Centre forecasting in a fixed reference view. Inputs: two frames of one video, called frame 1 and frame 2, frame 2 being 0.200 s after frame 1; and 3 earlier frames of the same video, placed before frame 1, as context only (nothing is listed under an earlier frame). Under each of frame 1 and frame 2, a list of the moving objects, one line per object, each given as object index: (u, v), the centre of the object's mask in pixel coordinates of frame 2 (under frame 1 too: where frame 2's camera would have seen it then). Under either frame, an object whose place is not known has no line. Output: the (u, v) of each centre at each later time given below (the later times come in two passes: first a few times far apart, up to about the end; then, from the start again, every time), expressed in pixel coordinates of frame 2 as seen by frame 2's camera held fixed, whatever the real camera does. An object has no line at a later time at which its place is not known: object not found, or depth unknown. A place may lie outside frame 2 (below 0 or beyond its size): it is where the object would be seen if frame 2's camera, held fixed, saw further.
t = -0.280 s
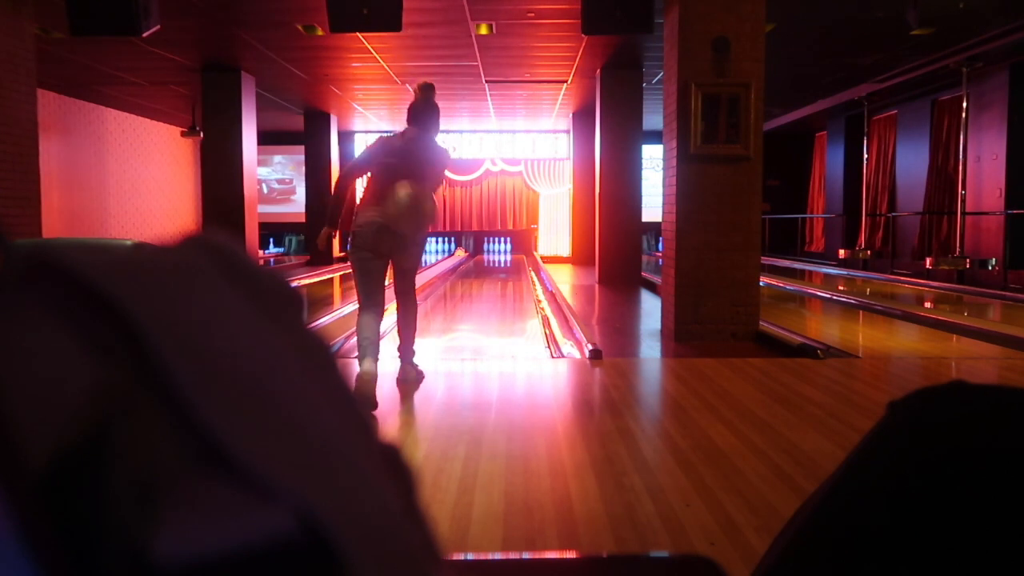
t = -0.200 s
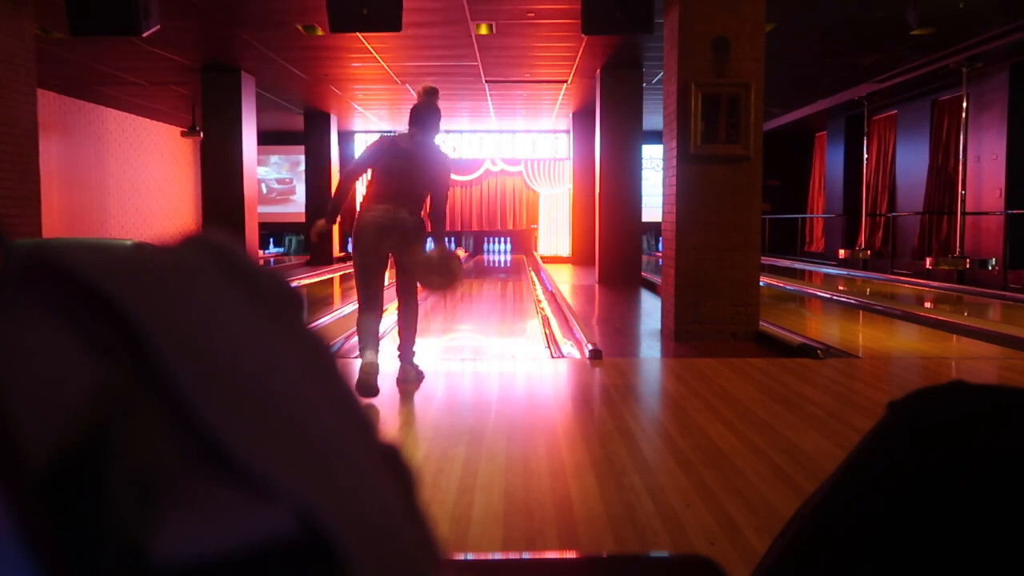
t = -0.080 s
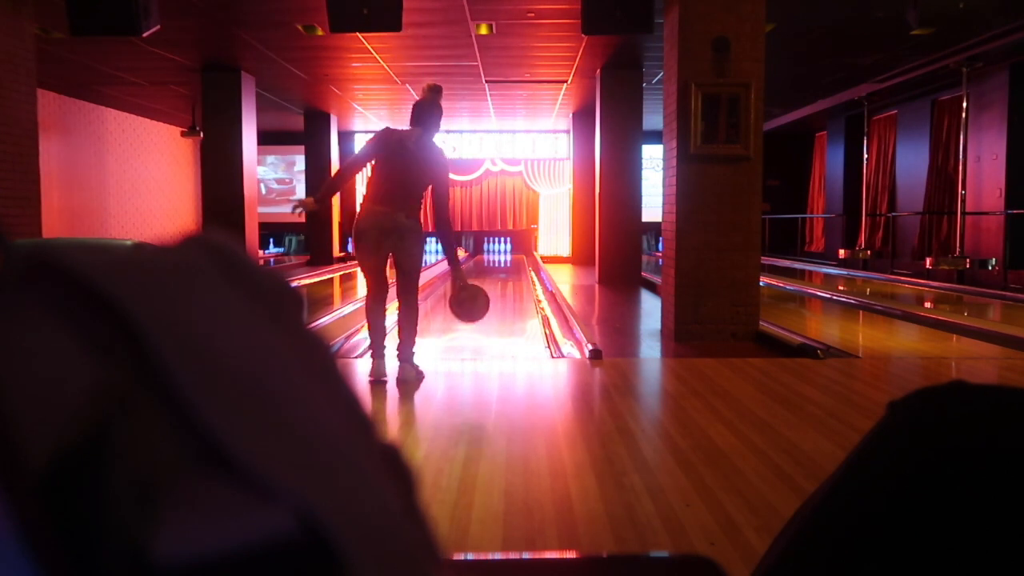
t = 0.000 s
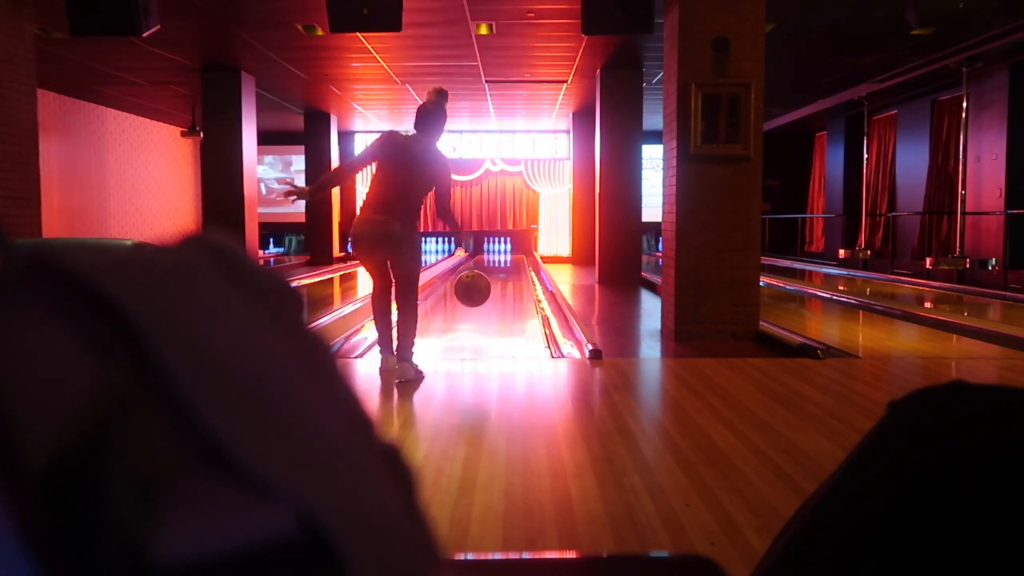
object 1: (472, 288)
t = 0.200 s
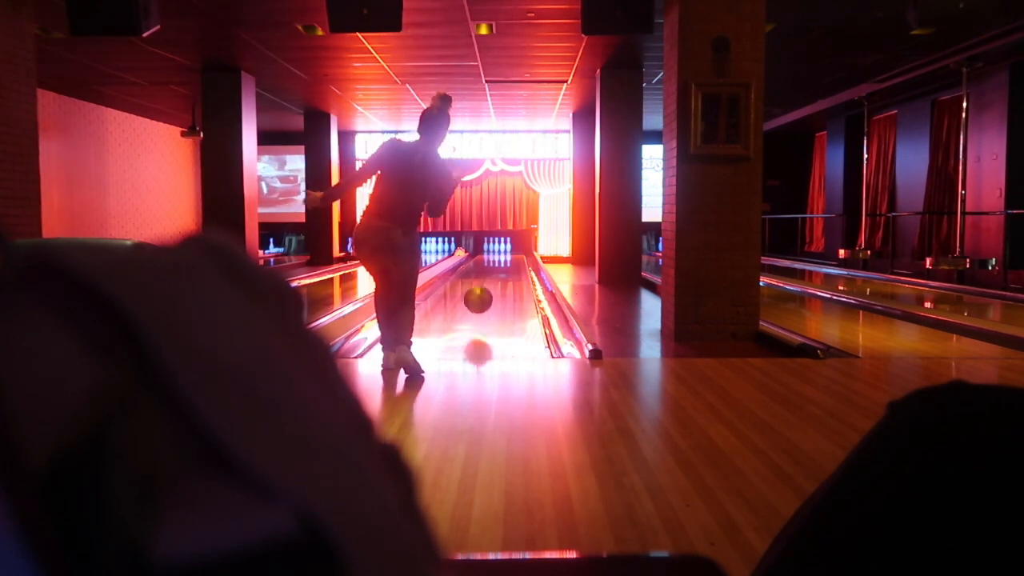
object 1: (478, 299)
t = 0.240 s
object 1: (479, 306)
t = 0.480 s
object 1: (482, 293)
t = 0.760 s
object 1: (486, 280)
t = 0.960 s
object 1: (487, 274)
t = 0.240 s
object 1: (479, 306)
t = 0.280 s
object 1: (480, 304)
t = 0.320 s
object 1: (480, 301)
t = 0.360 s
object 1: (481, 300)
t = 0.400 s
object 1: (482, 297)
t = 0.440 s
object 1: (482, 295)
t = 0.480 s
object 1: (482, 293)
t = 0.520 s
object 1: (483, 291)
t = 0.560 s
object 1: (484, 288)
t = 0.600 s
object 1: (484, 287)
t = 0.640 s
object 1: (484, 285)
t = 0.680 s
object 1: (485, 283)
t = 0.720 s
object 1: (485, 282)
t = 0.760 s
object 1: (486, 280)
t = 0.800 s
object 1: (486, 279)
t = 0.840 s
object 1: (486, 278)
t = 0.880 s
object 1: (487, 276)
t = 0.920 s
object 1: (487, 275)
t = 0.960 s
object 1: (487, 274)
